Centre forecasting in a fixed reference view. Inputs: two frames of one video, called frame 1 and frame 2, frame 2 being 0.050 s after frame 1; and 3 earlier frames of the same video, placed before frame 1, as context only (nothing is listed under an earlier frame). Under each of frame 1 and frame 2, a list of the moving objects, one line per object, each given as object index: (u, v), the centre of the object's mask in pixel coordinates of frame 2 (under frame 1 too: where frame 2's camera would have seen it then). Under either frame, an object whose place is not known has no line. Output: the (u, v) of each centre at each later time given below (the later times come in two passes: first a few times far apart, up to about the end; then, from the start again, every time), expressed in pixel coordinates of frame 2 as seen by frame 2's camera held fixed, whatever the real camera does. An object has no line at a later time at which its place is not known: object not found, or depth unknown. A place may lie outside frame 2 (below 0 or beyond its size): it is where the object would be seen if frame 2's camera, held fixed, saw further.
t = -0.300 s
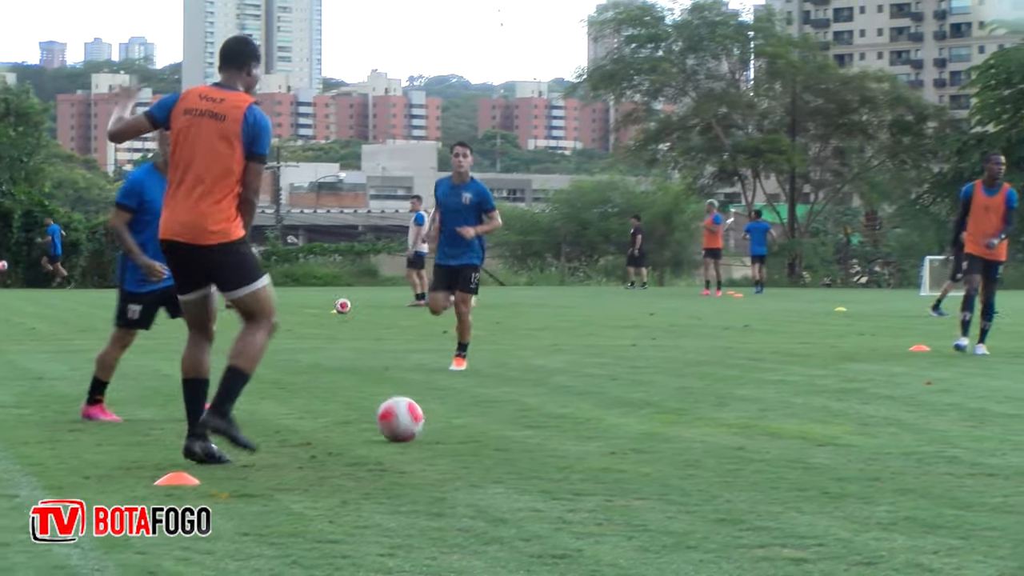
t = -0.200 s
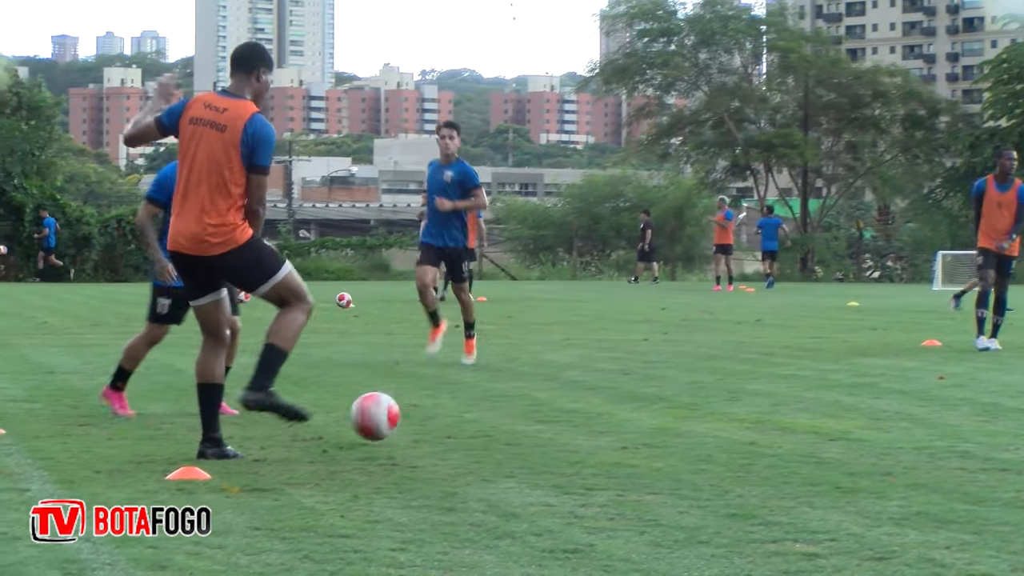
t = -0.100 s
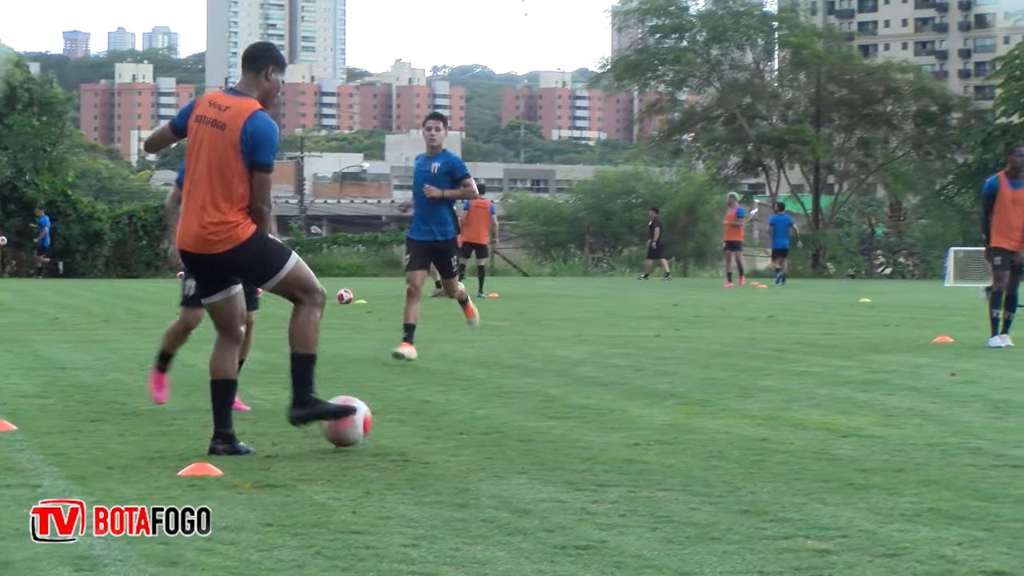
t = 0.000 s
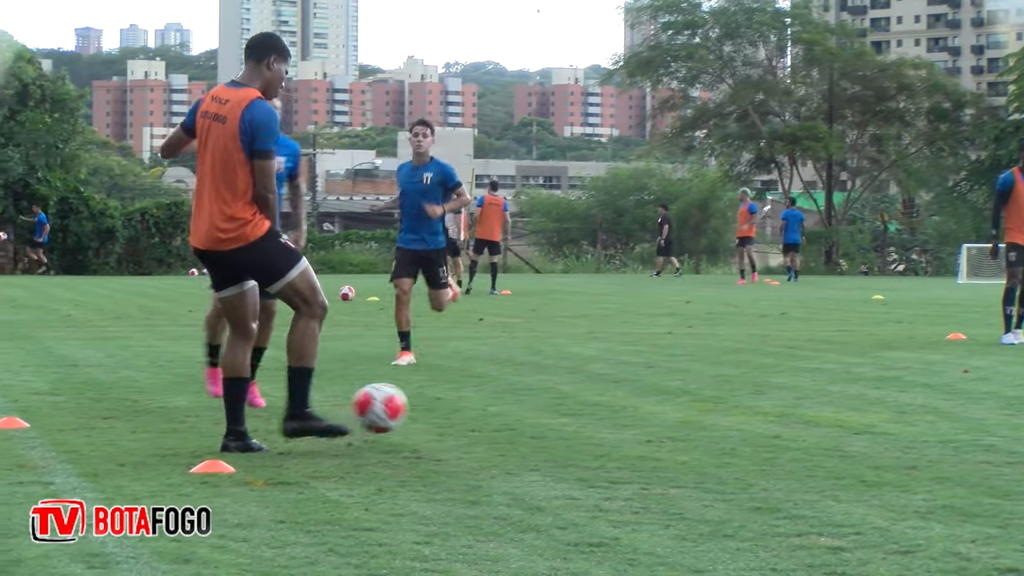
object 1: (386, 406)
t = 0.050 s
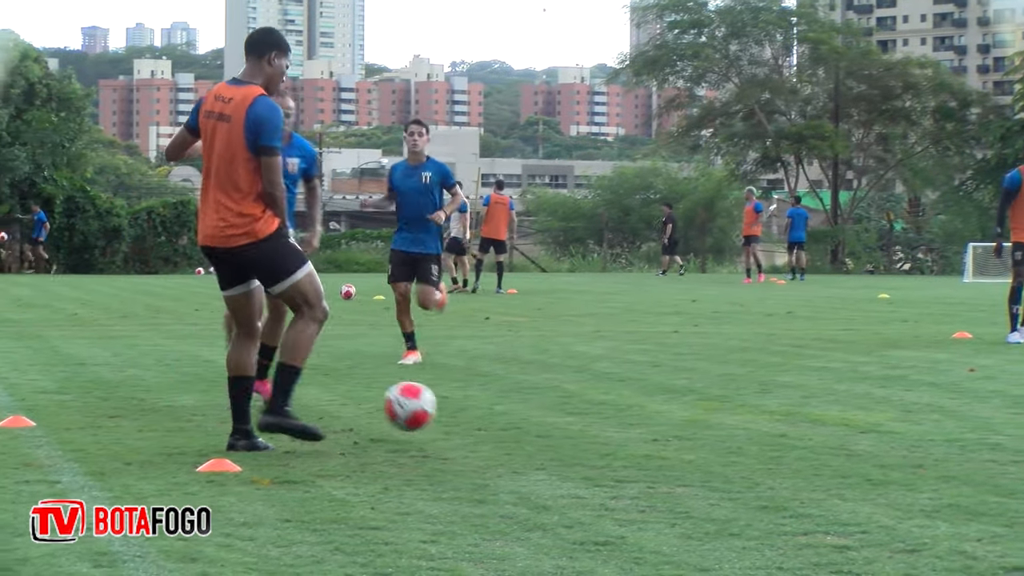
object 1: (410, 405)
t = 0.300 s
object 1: (515, 399)
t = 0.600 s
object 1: (608, 397)
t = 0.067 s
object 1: (417, 406)
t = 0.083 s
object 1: (425, 408)
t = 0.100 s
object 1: (433, 410)
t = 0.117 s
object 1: (441, 412)
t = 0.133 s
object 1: (449, 411)
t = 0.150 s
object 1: (456, 410)
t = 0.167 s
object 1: (463, 409)
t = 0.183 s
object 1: (469, 408)
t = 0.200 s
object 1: (476, 407)
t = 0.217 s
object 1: (483, 407)
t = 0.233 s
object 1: (490, 408)
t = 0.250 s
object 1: (496, 407)
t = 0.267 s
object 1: (503, 404)
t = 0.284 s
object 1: (509, 401)
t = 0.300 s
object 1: (515, 399)
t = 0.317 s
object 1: (521, 398)
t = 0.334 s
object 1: (527, 396)
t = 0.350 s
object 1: (532, 396)
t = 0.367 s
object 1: (538, 396)
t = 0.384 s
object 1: (543, 396)
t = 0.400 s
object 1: (549, 397)
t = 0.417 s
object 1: (555, 399)
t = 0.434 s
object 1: (560, 401)
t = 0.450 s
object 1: (566, 401)
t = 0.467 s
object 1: (571, 400)
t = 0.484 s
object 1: (576, 398)
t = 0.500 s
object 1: (580, 397)
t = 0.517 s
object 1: (584, 396)
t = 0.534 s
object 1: (589, 395)
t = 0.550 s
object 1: (594, 395)
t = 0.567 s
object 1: (598, 395)
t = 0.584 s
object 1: (603, 396)
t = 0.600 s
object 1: (608, 397)
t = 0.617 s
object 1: (612, 398)
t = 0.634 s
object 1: (615, 397)
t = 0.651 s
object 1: (618, 395)
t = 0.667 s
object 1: (622, 394)
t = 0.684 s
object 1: (625, 393)
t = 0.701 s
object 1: (628, 392)
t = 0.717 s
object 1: (631, 393)
